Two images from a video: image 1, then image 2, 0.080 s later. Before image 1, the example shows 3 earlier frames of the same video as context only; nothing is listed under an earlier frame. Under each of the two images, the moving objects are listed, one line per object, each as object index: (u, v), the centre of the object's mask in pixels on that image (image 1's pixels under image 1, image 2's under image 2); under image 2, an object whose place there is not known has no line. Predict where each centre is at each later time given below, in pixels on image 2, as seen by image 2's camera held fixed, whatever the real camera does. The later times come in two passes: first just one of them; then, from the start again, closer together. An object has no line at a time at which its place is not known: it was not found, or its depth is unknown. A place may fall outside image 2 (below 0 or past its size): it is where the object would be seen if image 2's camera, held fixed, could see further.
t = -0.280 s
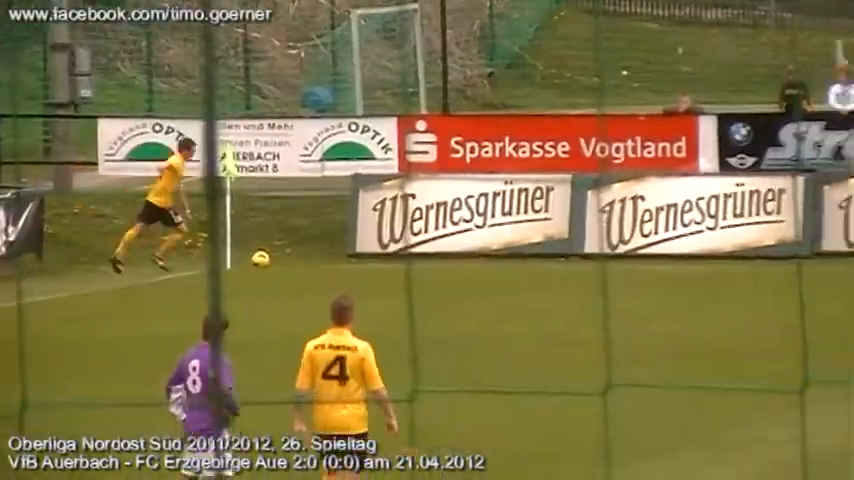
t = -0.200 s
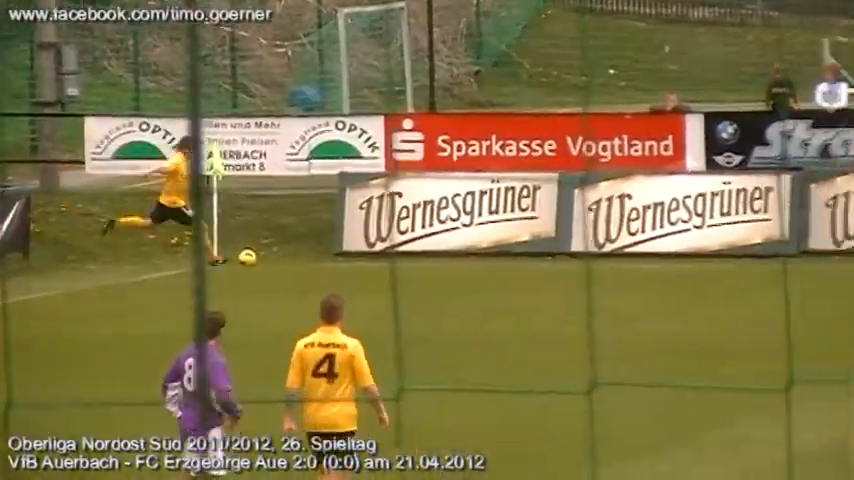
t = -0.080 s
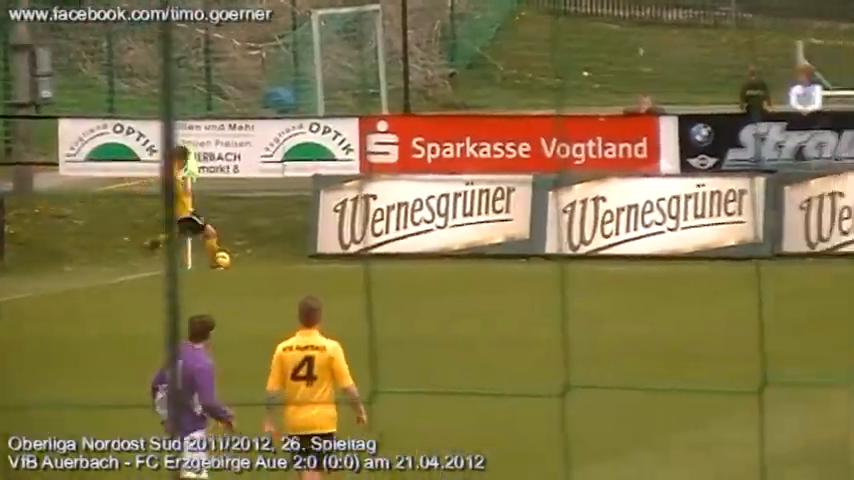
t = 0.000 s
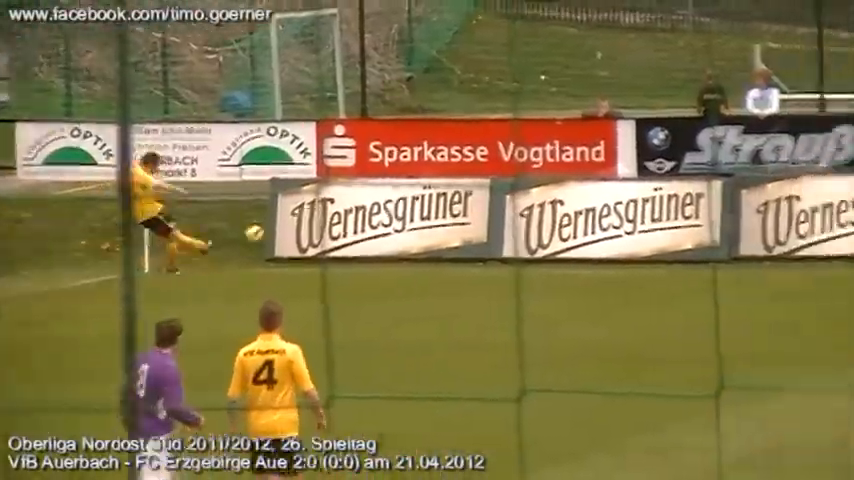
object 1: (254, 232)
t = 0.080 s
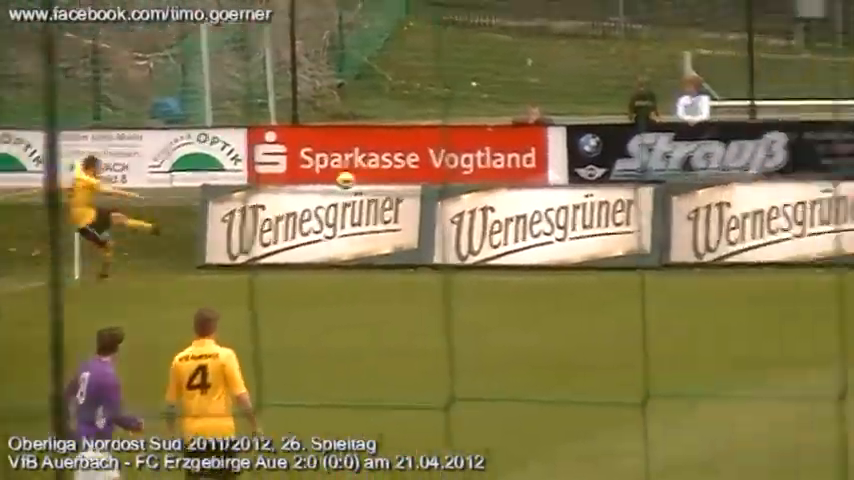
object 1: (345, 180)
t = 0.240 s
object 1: (655, 79)
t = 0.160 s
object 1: (500, 126)
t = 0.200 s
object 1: (579, 103)
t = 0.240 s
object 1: (655, 79)
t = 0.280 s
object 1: (733, 57)
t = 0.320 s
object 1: (811, 37)
